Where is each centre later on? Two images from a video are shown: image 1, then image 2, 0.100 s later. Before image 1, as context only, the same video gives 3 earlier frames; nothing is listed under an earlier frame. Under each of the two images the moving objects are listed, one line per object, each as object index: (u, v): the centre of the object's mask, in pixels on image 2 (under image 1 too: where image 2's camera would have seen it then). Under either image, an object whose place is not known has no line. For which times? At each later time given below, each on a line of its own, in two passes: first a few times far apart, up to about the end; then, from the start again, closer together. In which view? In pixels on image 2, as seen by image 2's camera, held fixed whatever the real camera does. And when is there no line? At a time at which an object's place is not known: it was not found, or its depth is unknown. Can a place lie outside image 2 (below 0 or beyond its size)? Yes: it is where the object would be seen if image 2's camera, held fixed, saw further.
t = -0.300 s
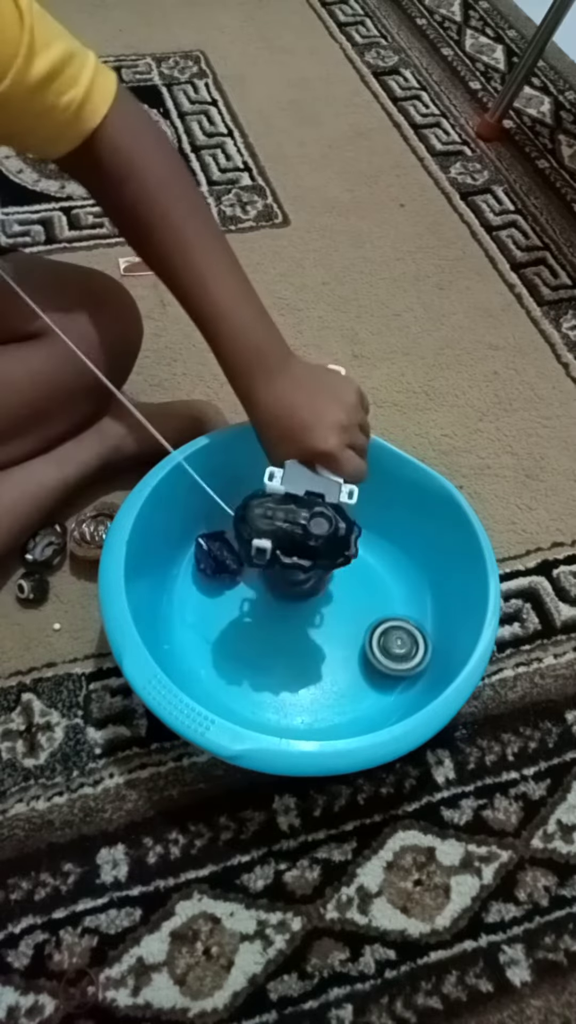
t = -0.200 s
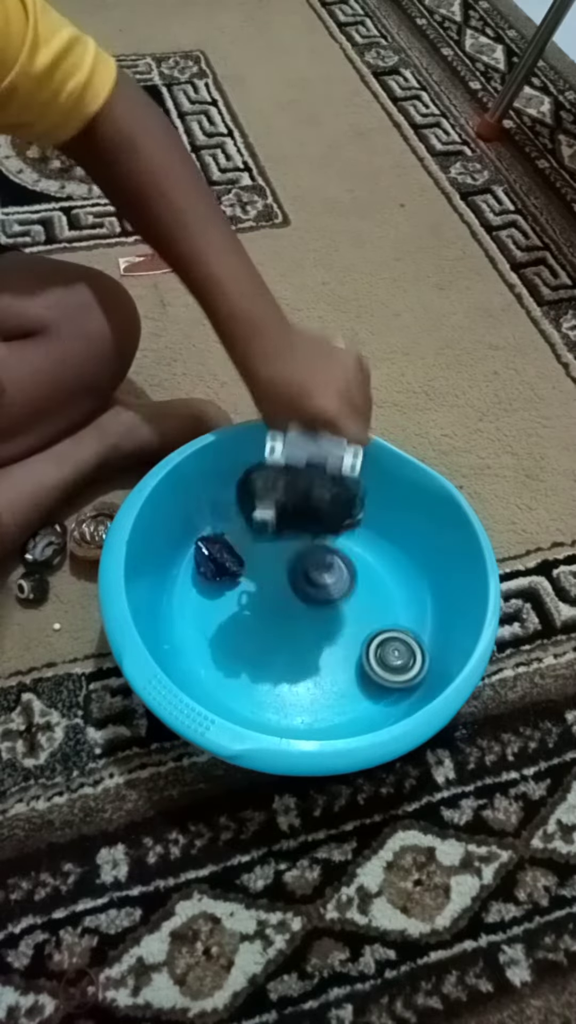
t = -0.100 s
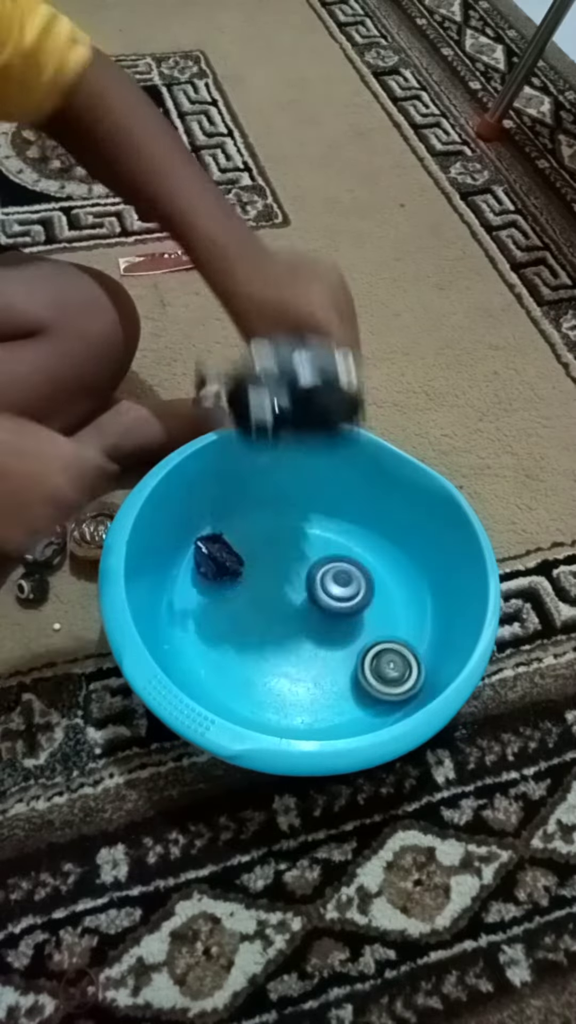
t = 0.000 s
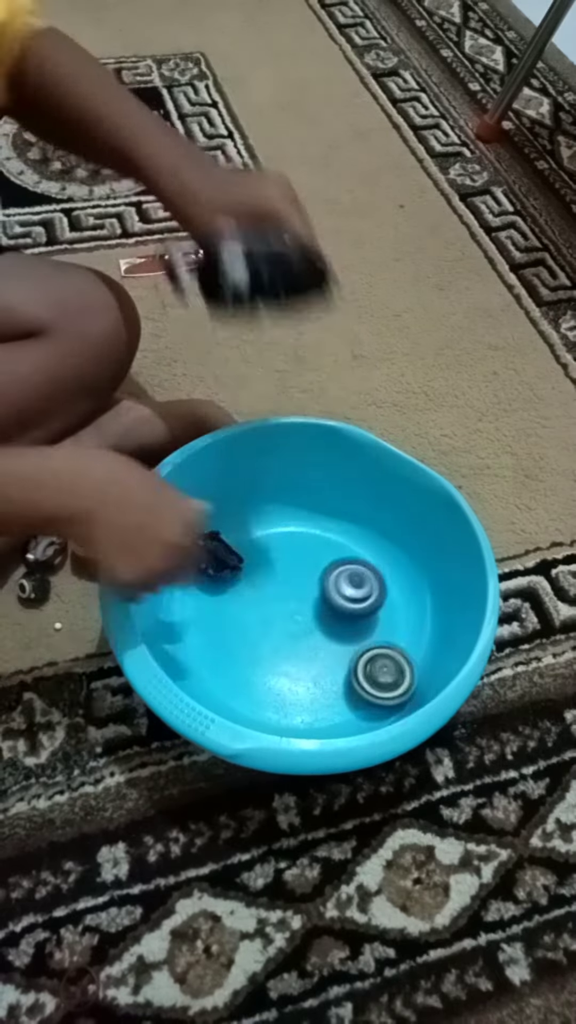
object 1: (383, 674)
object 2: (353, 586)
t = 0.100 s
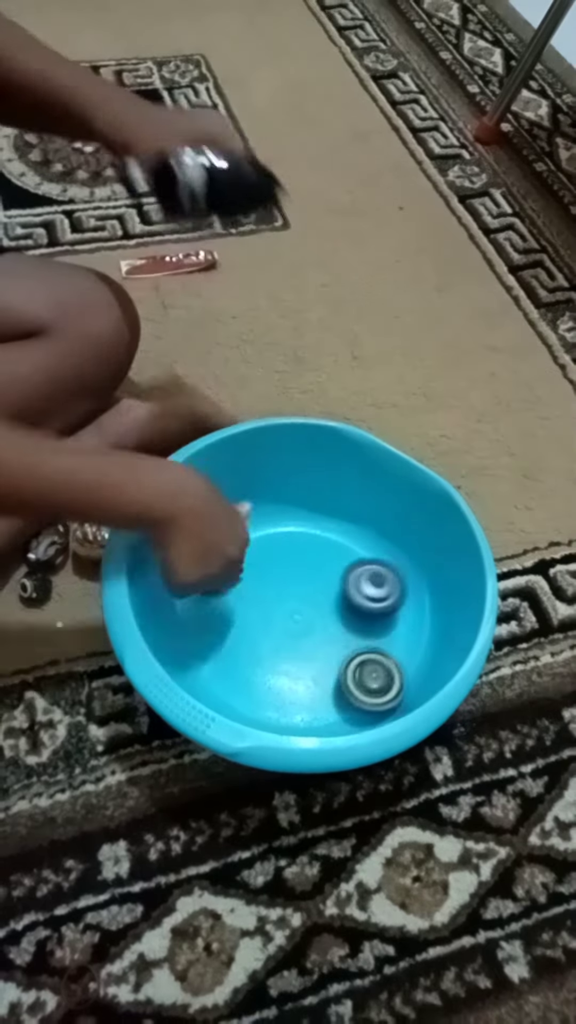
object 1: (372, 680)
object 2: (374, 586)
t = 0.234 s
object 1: (356, 687)
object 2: (375, 585)
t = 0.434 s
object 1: (331, 696)
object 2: (281, 601)
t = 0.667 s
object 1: (298, 703)
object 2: (223, 602)
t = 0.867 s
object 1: (273, 703)
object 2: (296, 593)
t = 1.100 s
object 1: (249, 698)
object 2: (367, 563)
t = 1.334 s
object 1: (234, 675)
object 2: (397, 584)
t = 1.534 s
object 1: (223, 652)
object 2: (391, 639)
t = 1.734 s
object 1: (218, 632)
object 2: (359, 694)
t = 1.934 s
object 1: (213, 613)
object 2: (290, 704)
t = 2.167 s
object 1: (206, 592)
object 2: (221, 662)
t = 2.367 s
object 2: (205, 621)
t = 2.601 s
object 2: (198, 614)
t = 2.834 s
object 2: (203, 631)
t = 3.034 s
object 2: (202, 649)
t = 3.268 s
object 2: (219, 664)
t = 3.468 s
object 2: (218, 671)
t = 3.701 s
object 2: (213, 659)
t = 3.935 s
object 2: (207, 645)
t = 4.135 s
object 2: (201, 634)
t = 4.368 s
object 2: (206, 634)
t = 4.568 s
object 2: (222, 644)
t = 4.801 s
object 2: (212, 666)
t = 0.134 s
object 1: (368, 682)
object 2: (383, 584)
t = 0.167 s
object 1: (364, 684)
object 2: (392, 583)
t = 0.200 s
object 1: (360, 686)
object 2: (392, 582)
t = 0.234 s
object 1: (356, 687)
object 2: (375, 585)
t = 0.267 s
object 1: (352, 690)
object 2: (360, 588)
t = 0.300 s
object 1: (348, 692)
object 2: (345, 592)
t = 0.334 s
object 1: (344, 693)
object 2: (329, 594)
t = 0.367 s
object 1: (340, 694)
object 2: (313, 598)
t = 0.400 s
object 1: (336, 695)
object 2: (297, 599)
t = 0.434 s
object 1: (331, 696)
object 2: (281, 601)
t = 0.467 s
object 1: (327, 698)
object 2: (265, 603)
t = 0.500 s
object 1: (322, 699)
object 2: (248, 604)
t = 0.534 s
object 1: (318, 700)
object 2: (231, 605)
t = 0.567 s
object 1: (314, 701)
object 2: (213, 604)
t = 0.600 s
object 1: (309, 701)
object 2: (195, 603)
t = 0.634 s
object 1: (303, 702)
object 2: (204, 601)
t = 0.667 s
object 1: (298, 703)
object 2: (223, 602)
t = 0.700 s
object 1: (293, 703)
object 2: (238, 602)
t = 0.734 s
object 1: (289, 703)
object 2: (251, 601)
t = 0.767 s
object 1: (285, 703)
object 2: (263, 601)
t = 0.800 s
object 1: (281, 703)
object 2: (274, 599)
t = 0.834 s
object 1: (277, 703)
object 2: (285, 596)
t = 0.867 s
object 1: (273, 703)
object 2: (296, 593)
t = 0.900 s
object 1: (269, 702)
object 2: (306, 589)
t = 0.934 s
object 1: (265, 702)
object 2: (315, 585)
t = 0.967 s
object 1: (261, 701)
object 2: (325, 580)
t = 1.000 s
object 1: (257, 700)
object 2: (334, 575)
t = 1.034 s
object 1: (255, 699)
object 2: (344, 570)
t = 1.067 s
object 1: (251, 698)
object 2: (355, 566)
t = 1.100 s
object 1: (249, 698)
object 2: (367, 563)
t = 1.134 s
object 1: (247, 695)
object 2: (379, 560)
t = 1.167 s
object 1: (246, 692)
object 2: (380, 563)
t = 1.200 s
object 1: (244, 690)
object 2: (381, 566)
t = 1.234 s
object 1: (241, 687)
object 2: (383, 571)
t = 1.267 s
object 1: (239, 683)
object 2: (387, 575)
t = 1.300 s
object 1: (236, 680)
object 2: (392, 579)
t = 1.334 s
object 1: (234, 675)
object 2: (397, 584)
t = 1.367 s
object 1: (231, 671)
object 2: (393, 590)
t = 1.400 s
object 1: (229, 668)
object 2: (392, 597)
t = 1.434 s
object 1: (228, 663)
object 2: (391, 605)
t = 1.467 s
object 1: (226, 660)
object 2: (391, 615)
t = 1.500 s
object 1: (225, 656)
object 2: (391, 627)
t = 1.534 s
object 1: (223, 652)
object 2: (391, 639)
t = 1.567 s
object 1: (222, 649)
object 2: (391, 651)
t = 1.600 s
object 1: (221, 646)
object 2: (389, 664)
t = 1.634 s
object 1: (220, 642)
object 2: (382, 671)
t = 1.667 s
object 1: (219, 639)
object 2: (375, 678)
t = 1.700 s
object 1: (219, 635)
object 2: (367, 686)
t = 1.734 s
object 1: (218, 632)
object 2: (359, 694)
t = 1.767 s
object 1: (216, 629)
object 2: (349, 695)
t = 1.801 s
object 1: (216, 625)
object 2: (339, 697)
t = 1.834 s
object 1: (216, 623)
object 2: (328, 700)
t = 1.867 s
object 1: (215, 619)
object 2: (317, 703)
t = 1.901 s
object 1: (214, 616)
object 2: (304, 704)
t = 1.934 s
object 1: (213, 613)
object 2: (290, 704)
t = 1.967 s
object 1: (212, 609)
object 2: (275, 702)
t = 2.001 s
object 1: (211, 607)
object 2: (263, 699)
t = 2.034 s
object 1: (211, 604)
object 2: (252, 693)
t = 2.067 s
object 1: (210, 601)
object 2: (242, 686)
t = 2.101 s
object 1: (208, 597)
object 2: (231, 681)
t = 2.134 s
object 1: (207, 594)
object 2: (222, 676)
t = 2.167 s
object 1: (206, 592)
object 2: (221, 662)
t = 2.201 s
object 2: (218, 649)
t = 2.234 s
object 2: (211, 640)
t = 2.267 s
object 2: (202, 636)
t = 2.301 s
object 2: (195, 632)
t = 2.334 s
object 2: (201, 627)
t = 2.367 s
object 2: (205, 621)
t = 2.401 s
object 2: (206, 616)
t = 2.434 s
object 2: (205, 614)
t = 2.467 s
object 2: (203, 612)
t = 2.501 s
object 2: (201, 613)
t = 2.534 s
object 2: (200, 614)
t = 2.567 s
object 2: (199, 615)
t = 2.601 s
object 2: (198, 614)
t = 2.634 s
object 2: (197, 613)
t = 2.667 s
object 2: (195, 614)
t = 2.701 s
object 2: (195, 616)
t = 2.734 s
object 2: (195, 622)
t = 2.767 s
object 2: (199, 626)
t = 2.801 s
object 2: (201, 629)
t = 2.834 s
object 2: (203, 631)
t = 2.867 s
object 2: (204, 635)
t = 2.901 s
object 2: (204, 637)
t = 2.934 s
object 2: (204, 640)
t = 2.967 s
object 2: (203, 643)
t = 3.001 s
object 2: (203, 645)
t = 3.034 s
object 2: (202, 649)
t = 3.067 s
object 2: (203, 652)
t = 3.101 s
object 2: (205, 655)
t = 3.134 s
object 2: (206, 658)
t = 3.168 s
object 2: (211, 659)
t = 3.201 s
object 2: (216, 660)
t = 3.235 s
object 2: (218, 661)
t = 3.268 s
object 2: (219, 664)
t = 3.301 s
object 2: (219, 666)
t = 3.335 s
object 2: (217, 669)
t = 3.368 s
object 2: (216, 671)
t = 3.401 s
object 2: (217, 670)
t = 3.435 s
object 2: (218, 671)
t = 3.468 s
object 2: (218, 671)
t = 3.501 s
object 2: (217, 671)
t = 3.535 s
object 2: (217, 670)
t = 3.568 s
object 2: (218, 667)
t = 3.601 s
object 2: (220, 663)
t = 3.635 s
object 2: (218, 661)
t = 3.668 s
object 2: (216, 660)
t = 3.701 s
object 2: (213, 659)
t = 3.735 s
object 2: (210, 657)
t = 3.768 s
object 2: (207, 656)
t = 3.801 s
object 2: (205, 655)
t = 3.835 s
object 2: (203, 653)
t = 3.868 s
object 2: (204, 650)
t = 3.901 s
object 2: (206, 647)
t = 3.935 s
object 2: (207, 645)
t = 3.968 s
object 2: (207, 643)
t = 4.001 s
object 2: (207, 640)
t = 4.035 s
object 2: (205, 639)
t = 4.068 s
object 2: (203, 637)
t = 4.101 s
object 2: (202, 636)
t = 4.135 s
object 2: (201, 634)
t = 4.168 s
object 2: (200, 634)
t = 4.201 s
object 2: (198, 633)
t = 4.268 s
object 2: (196, 631)
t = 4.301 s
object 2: (195, 631)
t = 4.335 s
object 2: (198, 633)
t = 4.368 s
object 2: (206, 634)
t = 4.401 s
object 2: (212, 636)
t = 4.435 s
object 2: (216, 638)
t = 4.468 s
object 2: (218, 639)
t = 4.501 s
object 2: (220, 641)
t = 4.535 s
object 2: (221, 642)
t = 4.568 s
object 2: (222, 644)
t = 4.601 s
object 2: (222, 646)
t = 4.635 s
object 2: (222, 647)
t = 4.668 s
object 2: (221, 649)
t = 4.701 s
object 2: (220, 653)
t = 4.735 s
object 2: (219, 656)
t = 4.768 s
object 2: (216, 661)
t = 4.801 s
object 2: (212, 666)
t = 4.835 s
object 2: (219, 662)
